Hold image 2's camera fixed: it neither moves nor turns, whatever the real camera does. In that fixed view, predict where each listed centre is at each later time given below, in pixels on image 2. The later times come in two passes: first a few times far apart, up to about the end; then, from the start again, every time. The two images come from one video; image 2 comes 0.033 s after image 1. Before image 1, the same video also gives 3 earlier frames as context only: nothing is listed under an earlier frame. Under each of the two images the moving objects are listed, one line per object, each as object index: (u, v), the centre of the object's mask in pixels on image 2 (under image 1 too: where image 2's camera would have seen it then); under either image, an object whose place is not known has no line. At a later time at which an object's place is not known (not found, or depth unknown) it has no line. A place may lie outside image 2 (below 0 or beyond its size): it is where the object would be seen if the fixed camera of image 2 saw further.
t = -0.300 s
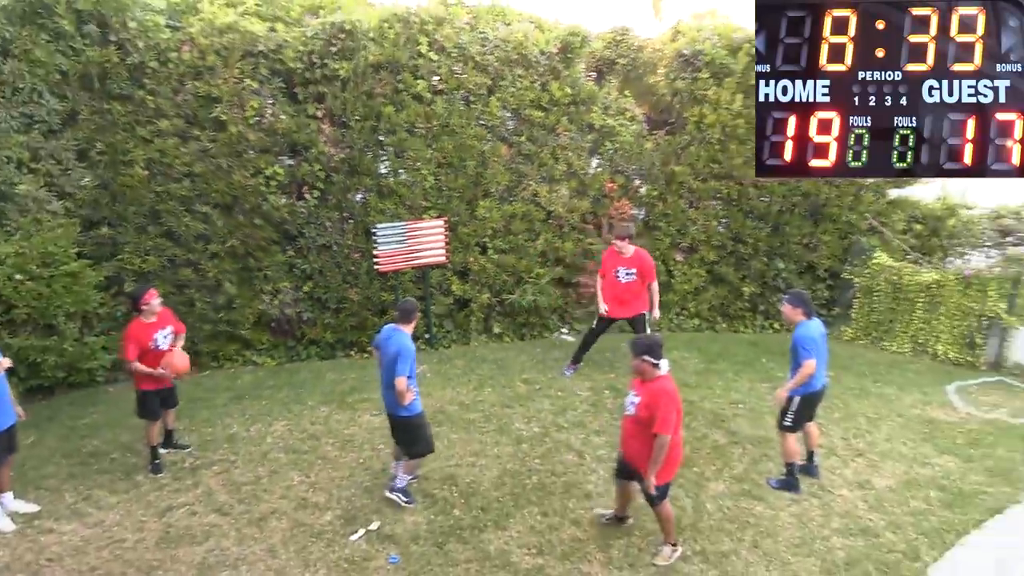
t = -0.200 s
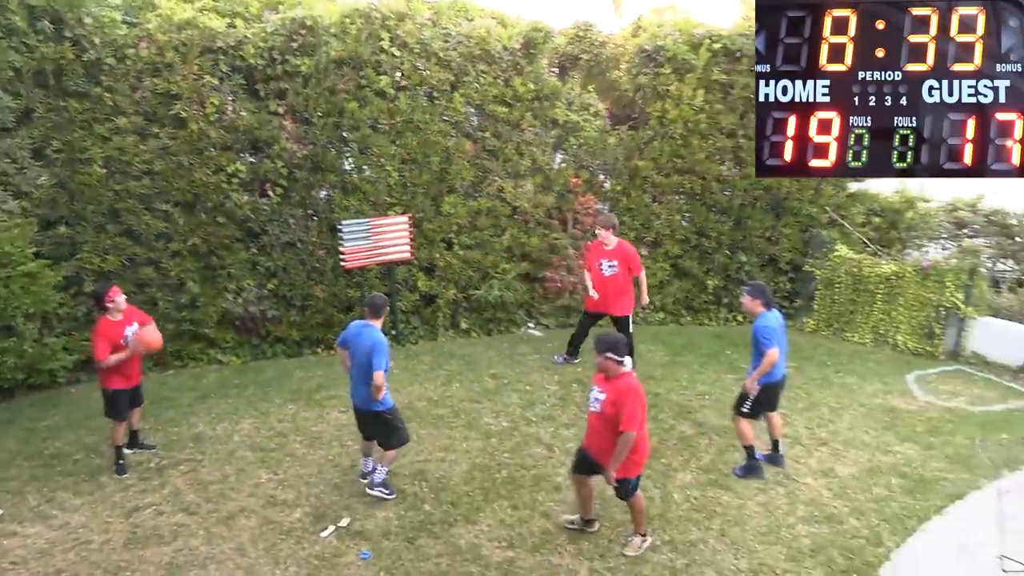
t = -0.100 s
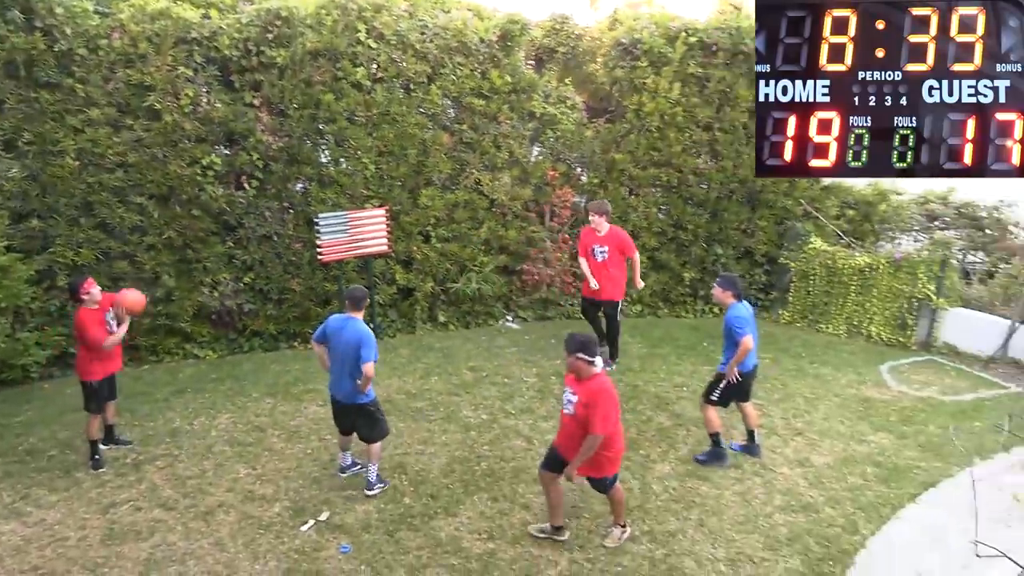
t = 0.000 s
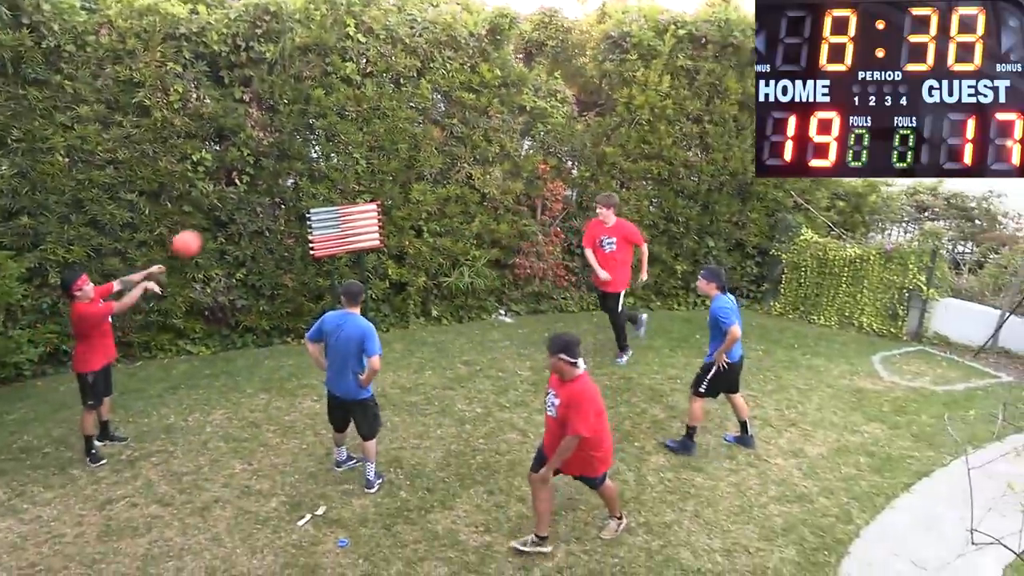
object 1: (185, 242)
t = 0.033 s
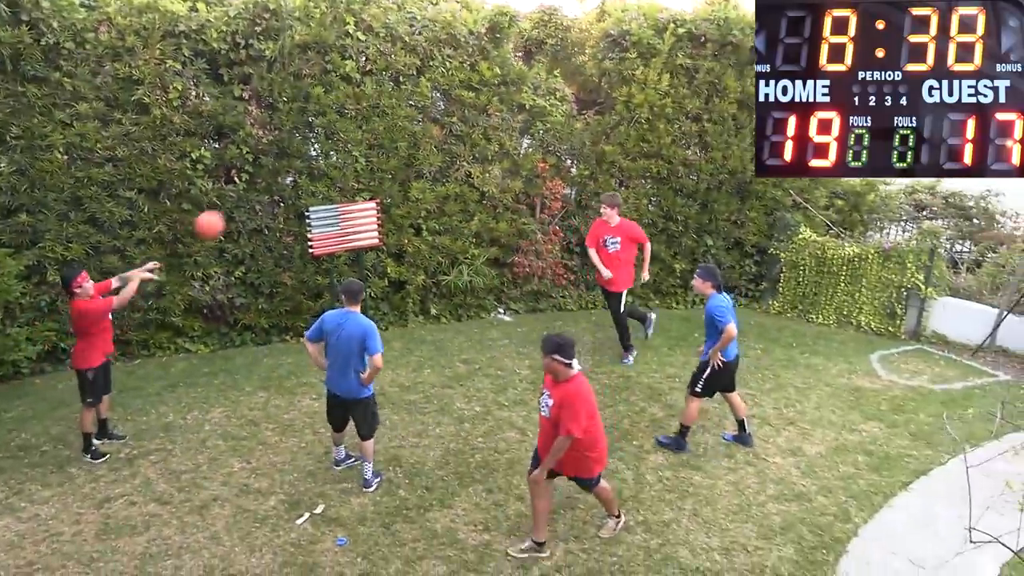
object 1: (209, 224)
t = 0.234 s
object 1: (350, 152)
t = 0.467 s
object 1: (490, 125)
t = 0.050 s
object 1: (222, 217)
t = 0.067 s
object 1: (234, 209)
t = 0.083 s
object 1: (246, 202)
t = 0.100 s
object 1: (258, 194)
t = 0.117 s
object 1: (270, 188)
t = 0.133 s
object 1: (281, 182)
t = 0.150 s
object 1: (293, 176)
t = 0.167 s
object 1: (304, 169)
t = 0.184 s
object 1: (316, 166)
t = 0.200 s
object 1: (326, 160)
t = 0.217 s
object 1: (339, 156)
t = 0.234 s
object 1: (350, 152)
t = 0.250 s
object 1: (361, 147)
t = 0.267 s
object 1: (372, 144)
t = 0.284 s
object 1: (382, 141)
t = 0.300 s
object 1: (392, 138)
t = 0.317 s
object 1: (403, 135)
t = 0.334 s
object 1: (413, 133)
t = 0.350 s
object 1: (423, 131)
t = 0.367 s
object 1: (433, 130)
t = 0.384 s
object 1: (443, 128)
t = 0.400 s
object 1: (452, 127)
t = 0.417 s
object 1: (462, 126)
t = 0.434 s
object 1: (472, 125)
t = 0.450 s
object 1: (480, 125)
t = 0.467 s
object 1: (490, 125)
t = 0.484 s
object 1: (499, 125)
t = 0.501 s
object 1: (508, 125)
